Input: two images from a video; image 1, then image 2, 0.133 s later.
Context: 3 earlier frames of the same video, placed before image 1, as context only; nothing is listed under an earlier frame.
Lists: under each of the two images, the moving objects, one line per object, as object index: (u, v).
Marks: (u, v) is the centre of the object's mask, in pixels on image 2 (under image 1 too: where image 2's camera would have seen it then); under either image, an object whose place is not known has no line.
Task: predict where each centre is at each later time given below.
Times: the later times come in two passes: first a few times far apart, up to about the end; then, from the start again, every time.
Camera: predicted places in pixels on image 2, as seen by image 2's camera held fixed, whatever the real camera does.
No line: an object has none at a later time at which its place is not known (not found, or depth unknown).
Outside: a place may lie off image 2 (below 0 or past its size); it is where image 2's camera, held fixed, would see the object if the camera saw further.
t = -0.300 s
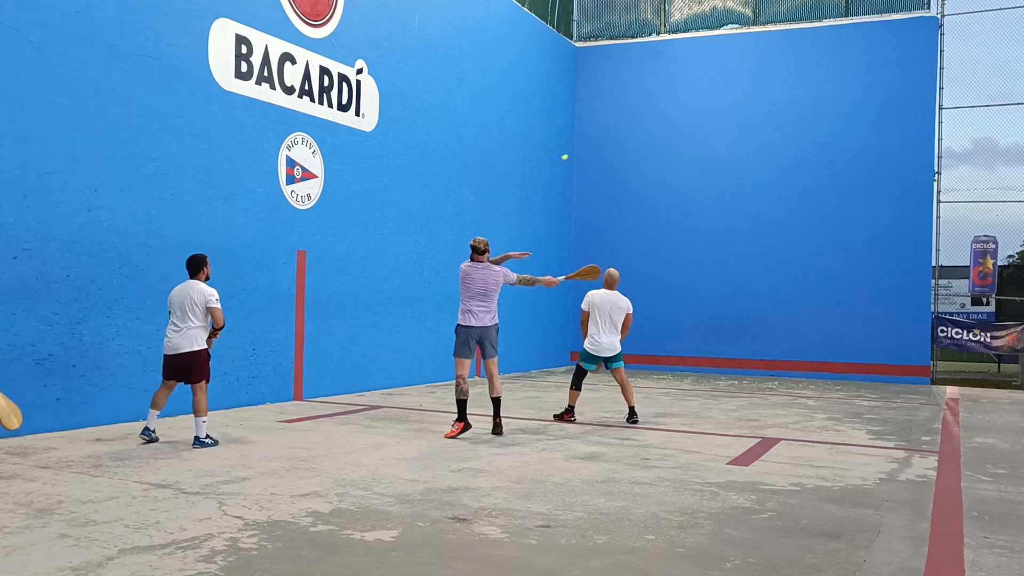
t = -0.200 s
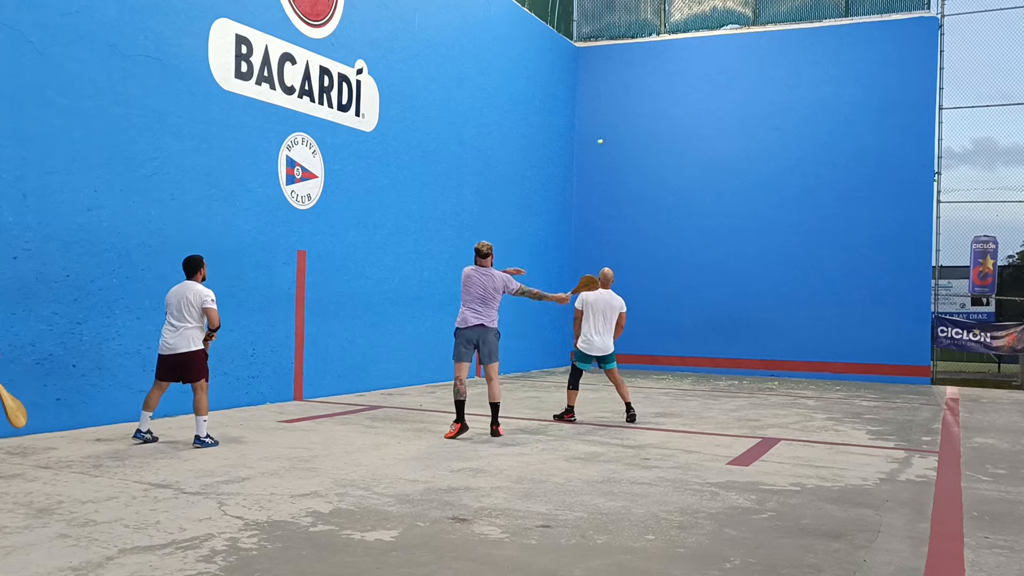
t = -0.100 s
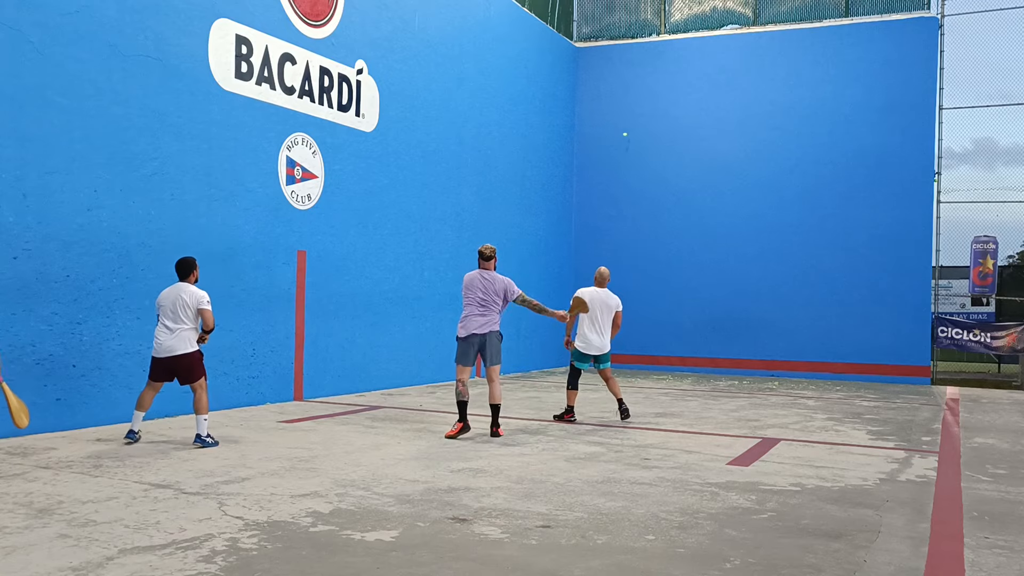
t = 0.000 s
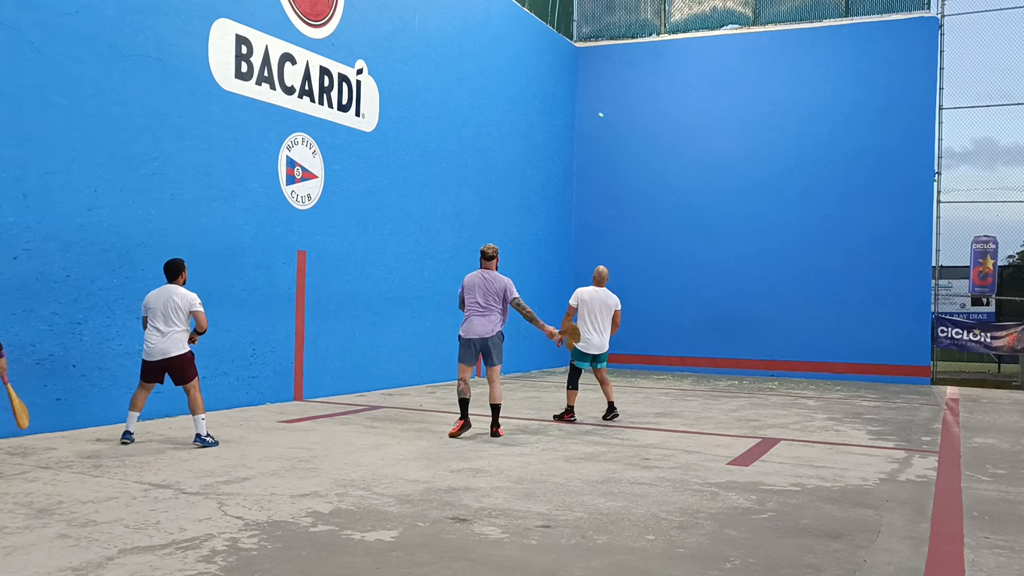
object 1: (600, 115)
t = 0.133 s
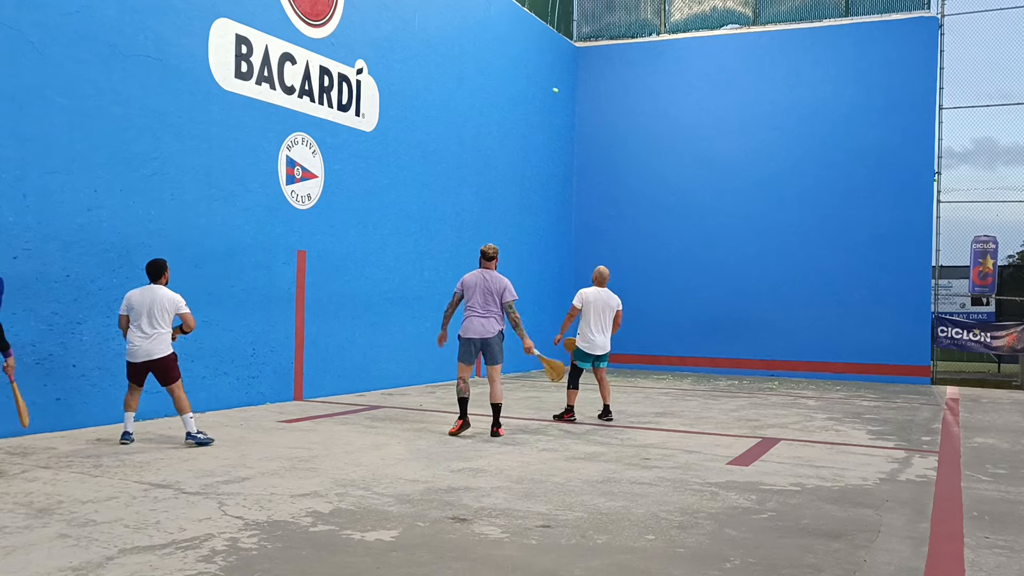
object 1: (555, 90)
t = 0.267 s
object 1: (503, 72)
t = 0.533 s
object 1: (371, 62)
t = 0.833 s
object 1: (222, 112)
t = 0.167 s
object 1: (542, 85)
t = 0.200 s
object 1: (530, 80)
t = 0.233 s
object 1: (516, 76)
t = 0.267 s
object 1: (503, 72)
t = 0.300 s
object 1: (489, 69)
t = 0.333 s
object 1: (473, 66)
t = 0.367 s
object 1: (458, 63)
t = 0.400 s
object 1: (442, 62)
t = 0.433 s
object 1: (425, 61)
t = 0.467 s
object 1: (408, 60)
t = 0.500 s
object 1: (390, 61)
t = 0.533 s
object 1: (371, 62)
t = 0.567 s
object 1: (351, 64)
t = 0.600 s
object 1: (330, 69)
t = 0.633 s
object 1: (318, 71)
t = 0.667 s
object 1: (305, 75)
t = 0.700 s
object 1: (289, 81)
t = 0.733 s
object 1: (273, 87)
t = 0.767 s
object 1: (258, 94)
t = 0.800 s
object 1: (240, 102)
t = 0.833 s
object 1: (222, 112)
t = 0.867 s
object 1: (204, 123)
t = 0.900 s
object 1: (183, 136)
